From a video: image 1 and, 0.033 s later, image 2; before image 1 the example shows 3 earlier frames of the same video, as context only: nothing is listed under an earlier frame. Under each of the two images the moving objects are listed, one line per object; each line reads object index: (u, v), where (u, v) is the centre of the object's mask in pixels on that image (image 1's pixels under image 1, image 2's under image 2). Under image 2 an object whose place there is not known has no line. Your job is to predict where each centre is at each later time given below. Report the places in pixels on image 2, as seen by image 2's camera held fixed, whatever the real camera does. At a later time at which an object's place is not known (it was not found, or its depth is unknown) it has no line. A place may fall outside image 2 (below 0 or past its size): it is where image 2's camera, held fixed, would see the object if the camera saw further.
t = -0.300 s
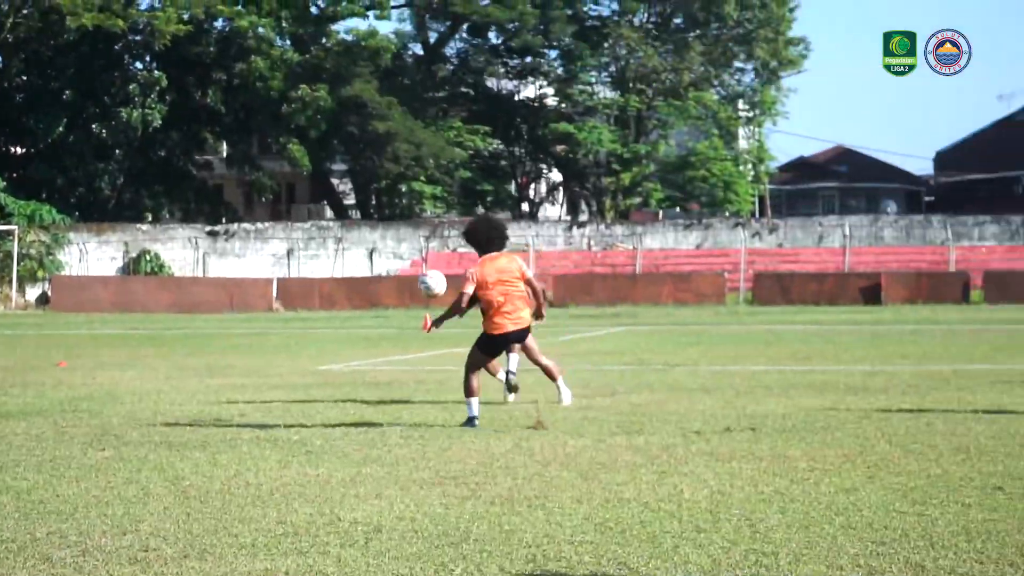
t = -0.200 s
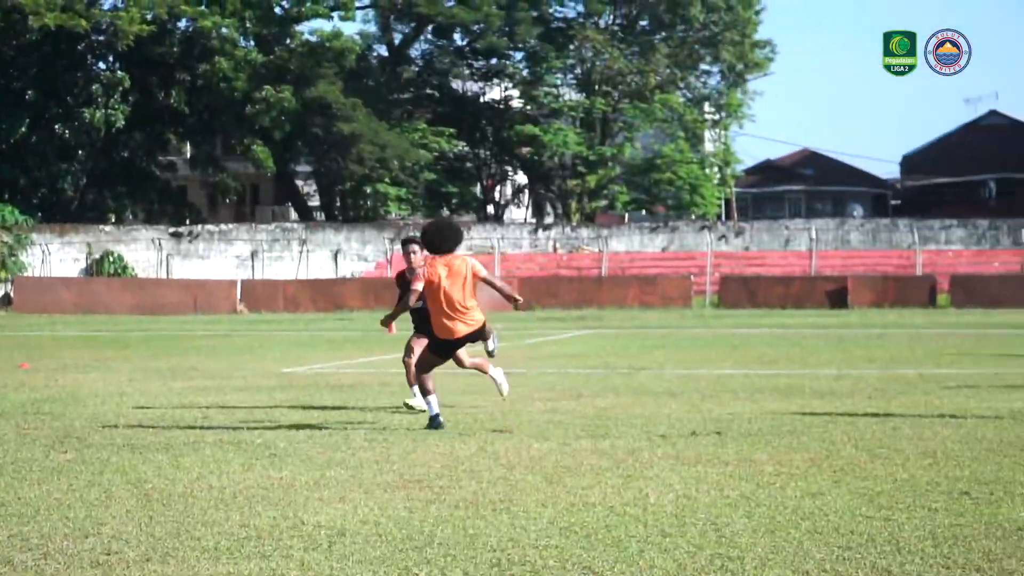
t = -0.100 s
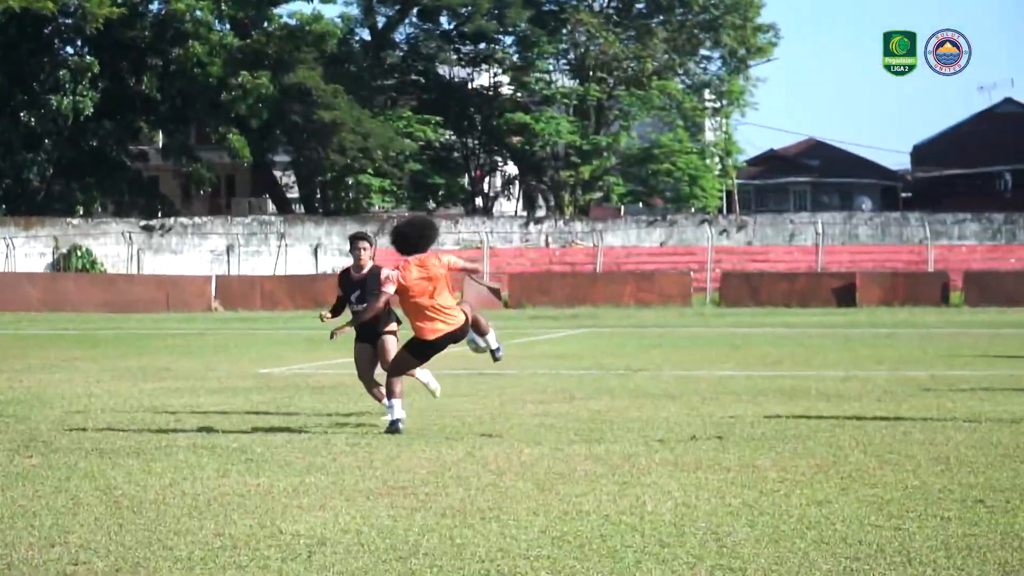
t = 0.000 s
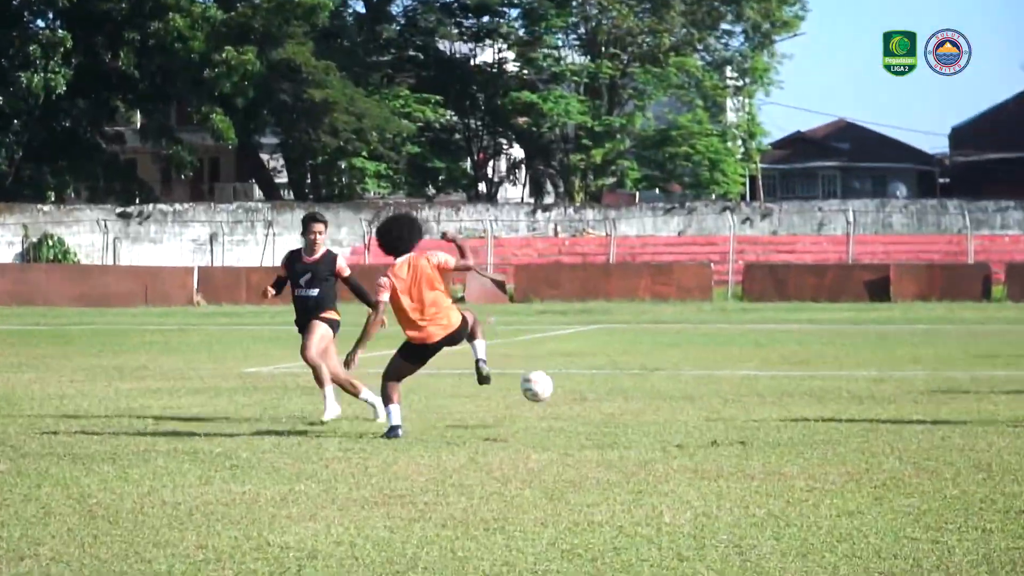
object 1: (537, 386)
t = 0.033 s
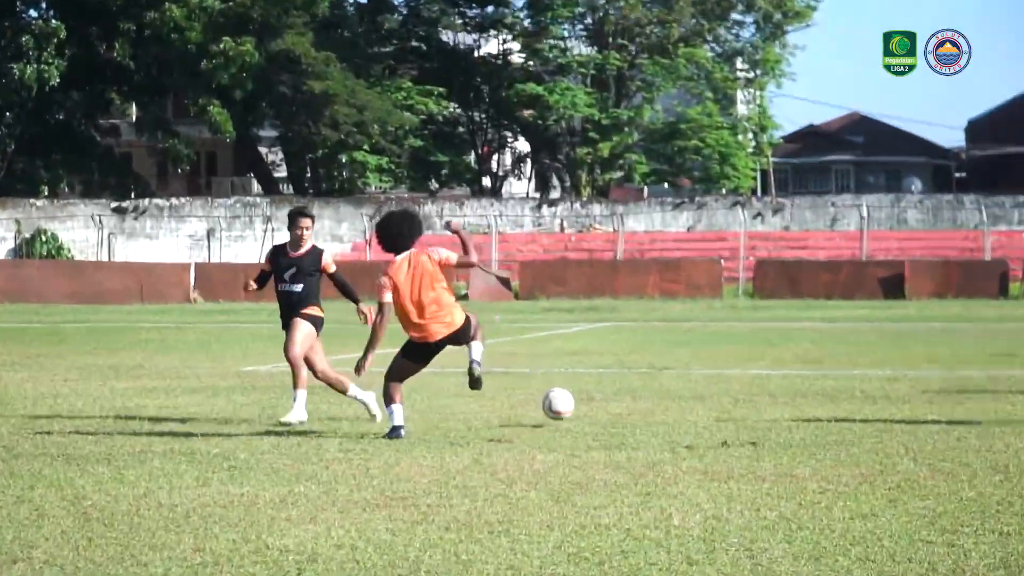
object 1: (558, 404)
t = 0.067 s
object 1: (573, 411)
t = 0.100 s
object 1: (593, 394)
